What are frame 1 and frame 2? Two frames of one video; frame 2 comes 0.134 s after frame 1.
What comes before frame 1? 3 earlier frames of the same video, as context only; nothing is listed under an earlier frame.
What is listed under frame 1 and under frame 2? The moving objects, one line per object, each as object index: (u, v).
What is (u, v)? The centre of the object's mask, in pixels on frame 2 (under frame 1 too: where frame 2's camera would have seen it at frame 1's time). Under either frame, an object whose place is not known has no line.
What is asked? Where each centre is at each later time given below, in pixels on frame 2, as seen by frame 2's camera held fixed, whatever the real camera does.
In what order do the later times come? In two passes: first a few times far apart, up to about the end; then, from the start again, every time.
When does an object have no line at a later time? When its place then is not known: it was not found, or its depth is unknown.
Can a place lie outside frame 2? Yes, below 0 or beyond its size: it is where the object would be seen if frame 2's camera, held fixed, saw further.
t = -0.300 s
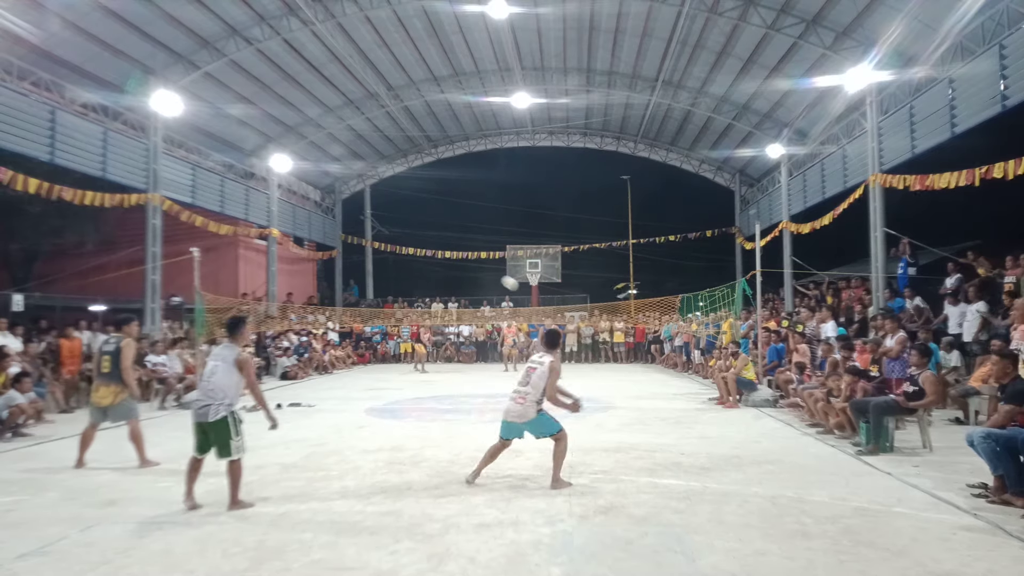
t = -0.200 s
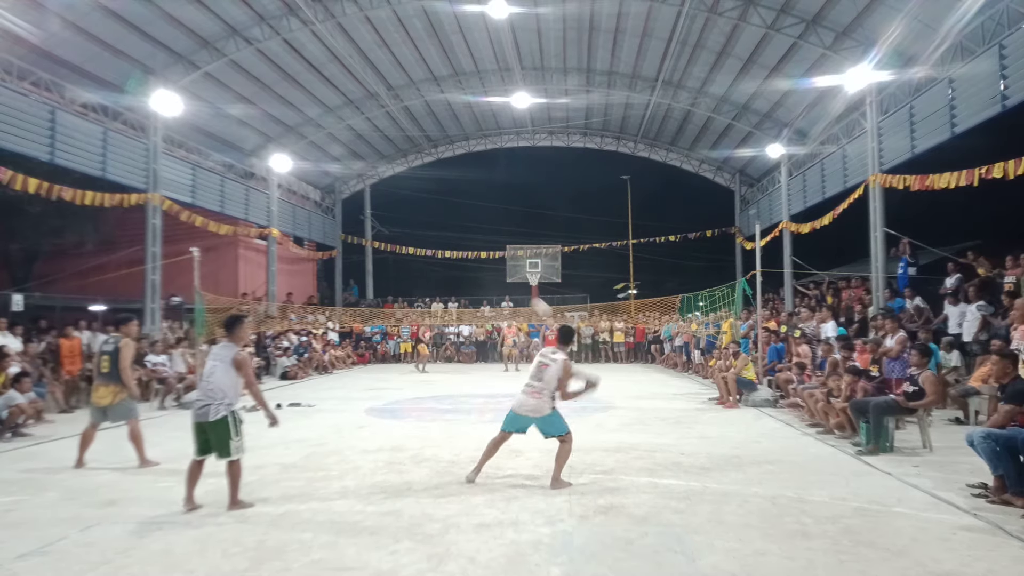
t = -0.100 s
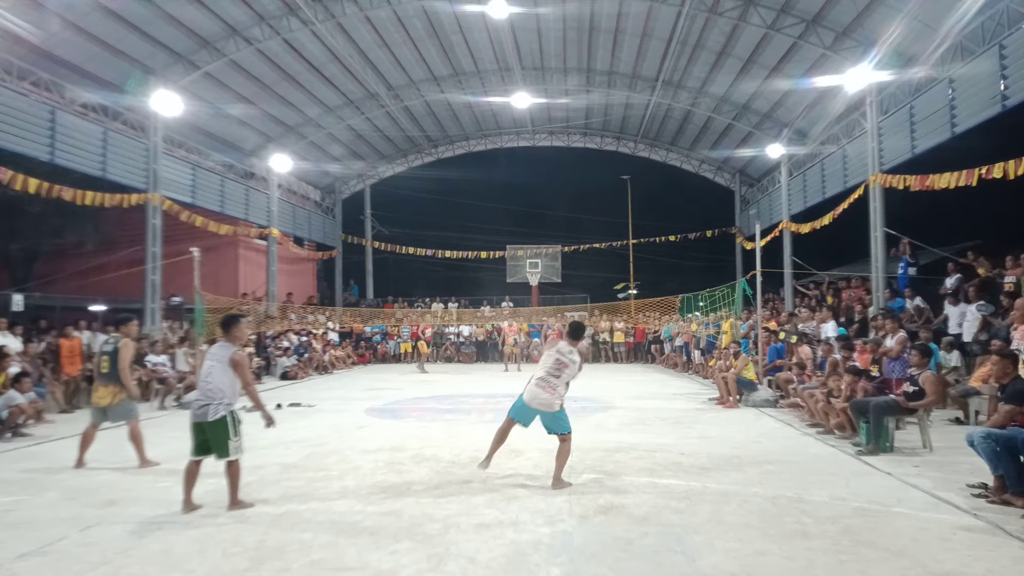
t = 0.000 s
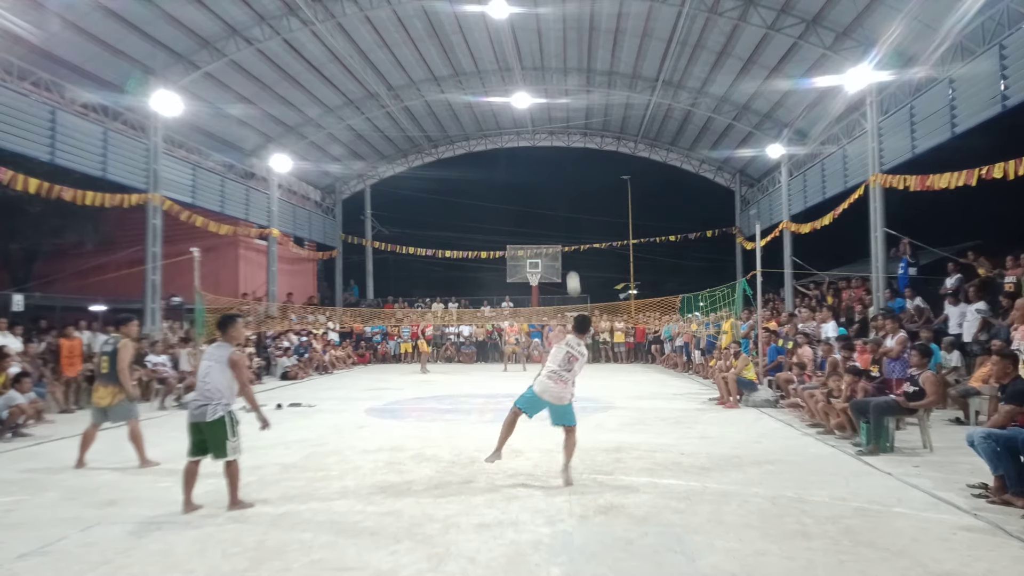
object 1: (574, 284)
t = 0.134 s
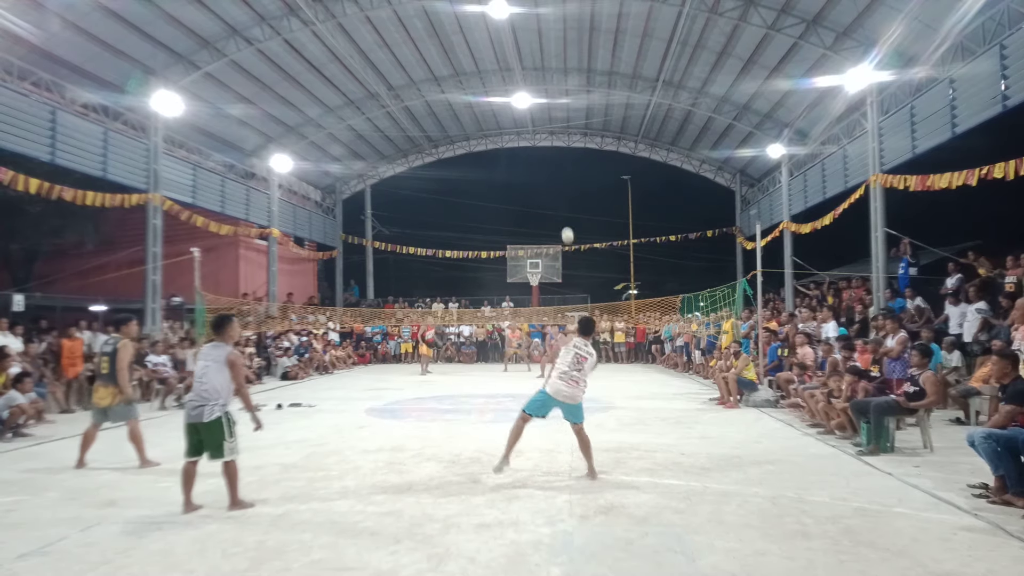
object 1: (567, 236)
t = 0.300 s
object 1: (563, 208)
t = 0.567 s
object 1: (560, 205)
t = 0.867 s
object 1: (560, 233)
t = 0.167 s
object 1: (566, 227)
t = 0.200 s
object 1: (565, 221)
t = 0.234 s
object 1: (564, 216)
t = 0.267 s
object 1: (563, 212)
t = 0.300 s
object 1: (563, 208)
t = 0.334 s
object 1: (562, 206)
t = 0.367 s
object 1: (562, 204)
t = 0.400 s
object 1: (561, 203)
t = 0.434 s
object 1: (561, 202)
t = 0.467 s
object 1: (561, 202)
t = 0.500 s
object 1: (560, 203)
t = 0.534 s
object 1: (560, 204)
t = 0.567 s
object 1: (560, 205)
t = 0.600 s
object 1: (560, 207)
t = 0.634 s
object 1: (560, 209)
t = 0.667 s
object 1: (560, 211)
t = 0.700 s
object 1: (560, 214)
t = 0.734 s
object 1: (560, 217)
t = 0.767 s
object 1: (560, 221)
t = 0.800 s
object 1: (560, 224)
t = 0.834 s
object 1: (560, 229)
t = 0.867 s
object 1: (560, 233)
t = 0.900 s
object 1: (560, 237)
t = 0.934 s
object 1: (560, 242)
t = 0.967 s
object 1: (560, 247)
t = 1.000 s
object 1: (560, 252)
